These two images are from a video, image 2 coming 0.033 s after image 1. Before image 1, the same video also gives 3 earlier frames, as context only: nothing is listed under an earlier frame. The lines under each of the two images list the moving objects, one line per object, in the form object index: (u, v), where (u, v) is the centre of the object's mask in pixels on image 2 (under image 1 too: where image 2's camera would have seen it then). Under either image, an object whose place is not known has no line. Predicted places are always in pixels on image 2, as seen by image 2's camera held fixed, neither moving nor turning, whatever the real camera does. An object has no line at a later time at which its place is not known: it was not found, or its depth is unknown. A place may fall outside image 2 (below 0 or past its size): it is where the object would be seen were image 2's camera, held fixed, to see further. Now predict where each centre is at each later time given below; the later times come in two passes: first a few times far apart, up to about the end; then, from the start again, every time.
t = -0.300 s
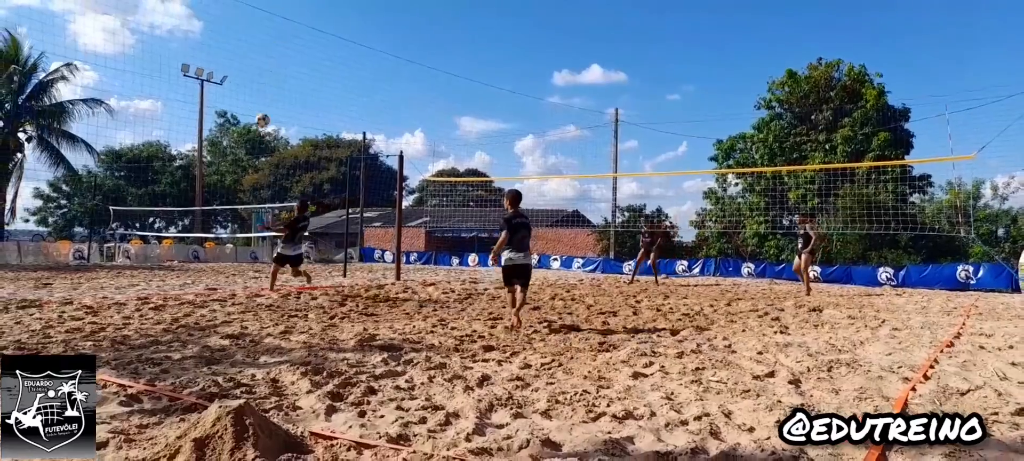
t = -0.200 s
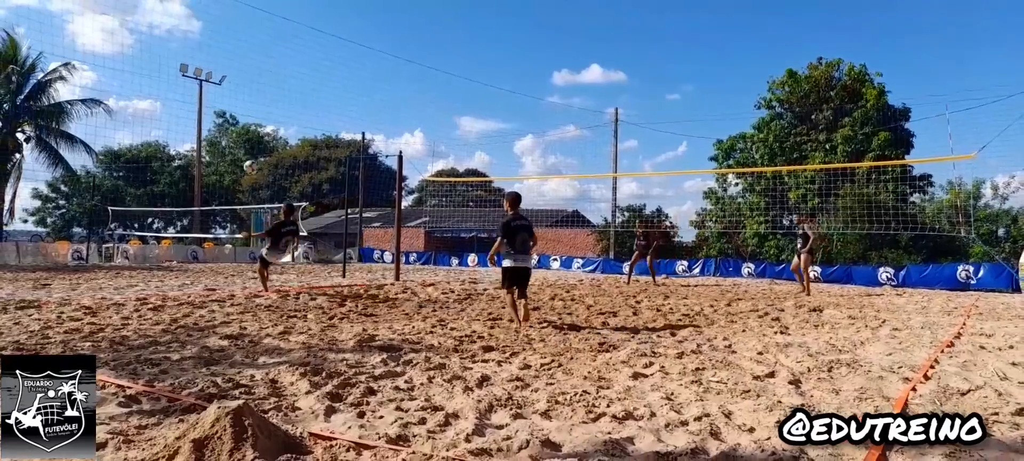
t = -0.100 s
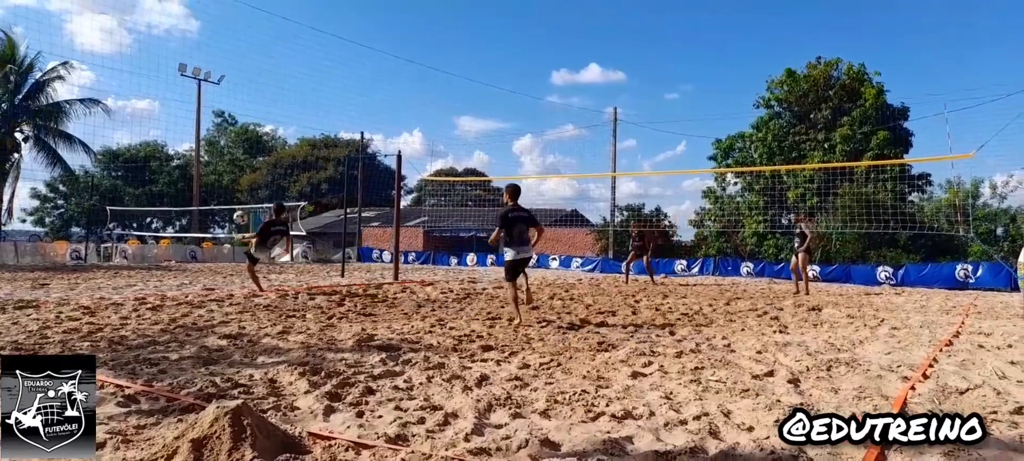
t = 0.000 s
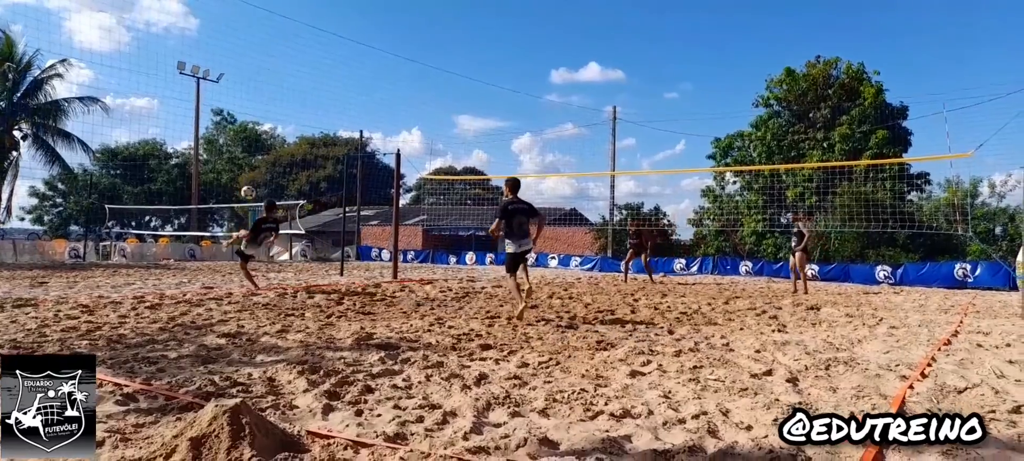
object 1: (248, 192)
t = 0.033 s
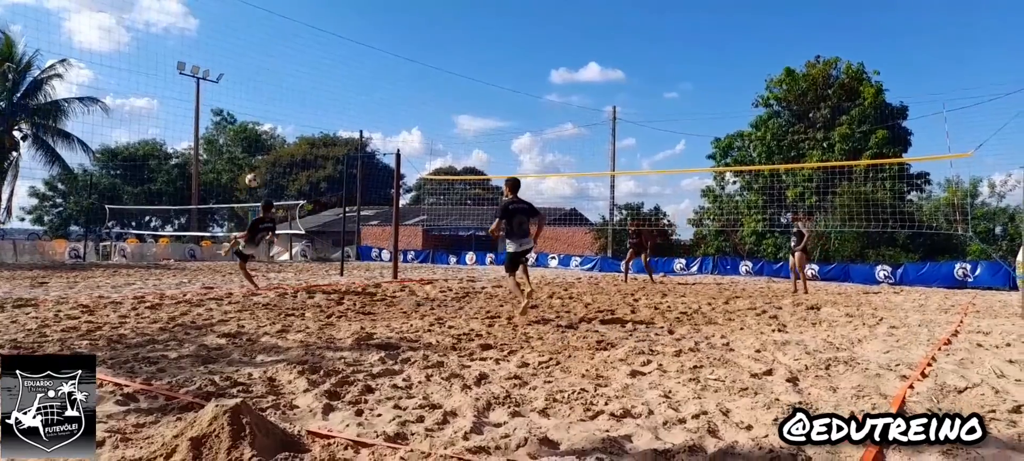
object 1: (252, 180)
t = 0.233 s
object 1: (280, 119)
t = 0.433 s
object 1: (309, 79)
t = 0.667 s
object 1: (345, 64)
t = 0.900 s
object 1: (383, 88)
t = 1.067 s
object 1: (412, 132)
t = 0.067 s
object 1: (257, 168)
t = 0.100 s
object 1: (261, 158)
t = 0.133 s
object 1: (266, 147)
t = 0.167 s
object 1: (271, 135)
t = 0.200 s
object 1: (276, 128)
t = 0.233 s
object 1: (280, 119)
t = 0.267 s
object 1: (285, 110)
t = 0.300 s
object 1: (289, 103)
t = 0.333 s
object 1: (294, 96)
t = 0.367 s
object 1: (299, 90)
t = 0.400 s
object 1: (304, 84)
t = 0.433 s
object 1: (309, 79)
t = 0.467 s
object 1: (314, 74)
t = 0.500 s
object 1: (319, 71)
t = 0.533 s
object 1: (324, 68)
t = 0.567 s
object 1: (329, 66)
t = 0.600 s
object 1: (334, 64)
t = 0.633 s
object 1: (339, 63)
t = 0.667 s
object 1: (345, 64)
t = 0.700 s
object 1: (350, 64)
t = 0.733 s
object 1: (355, 66)
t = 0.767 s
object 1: (361, 69)
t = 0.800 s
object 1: (367, 72)
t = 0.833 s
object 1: (372, 76)
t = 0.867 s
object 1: (377, 81)
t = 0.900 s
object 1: (383, 88)
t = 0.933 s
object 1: (389, 95)
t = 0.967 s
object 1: (395, 102)
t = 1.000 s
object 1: (400, 111)
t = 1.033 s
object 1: (406, 121)
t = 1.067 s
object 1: (412, 132)
